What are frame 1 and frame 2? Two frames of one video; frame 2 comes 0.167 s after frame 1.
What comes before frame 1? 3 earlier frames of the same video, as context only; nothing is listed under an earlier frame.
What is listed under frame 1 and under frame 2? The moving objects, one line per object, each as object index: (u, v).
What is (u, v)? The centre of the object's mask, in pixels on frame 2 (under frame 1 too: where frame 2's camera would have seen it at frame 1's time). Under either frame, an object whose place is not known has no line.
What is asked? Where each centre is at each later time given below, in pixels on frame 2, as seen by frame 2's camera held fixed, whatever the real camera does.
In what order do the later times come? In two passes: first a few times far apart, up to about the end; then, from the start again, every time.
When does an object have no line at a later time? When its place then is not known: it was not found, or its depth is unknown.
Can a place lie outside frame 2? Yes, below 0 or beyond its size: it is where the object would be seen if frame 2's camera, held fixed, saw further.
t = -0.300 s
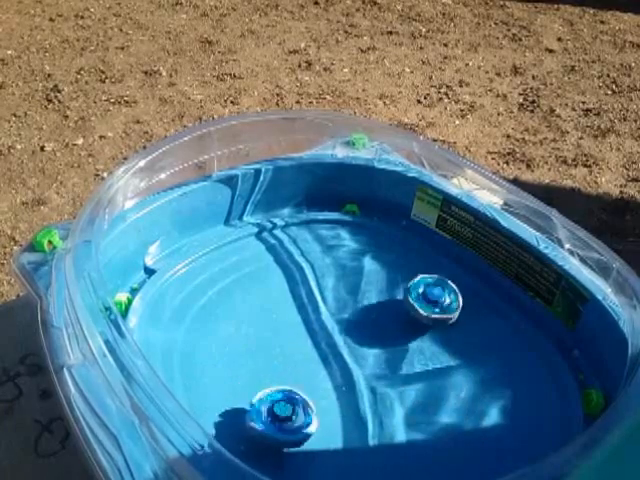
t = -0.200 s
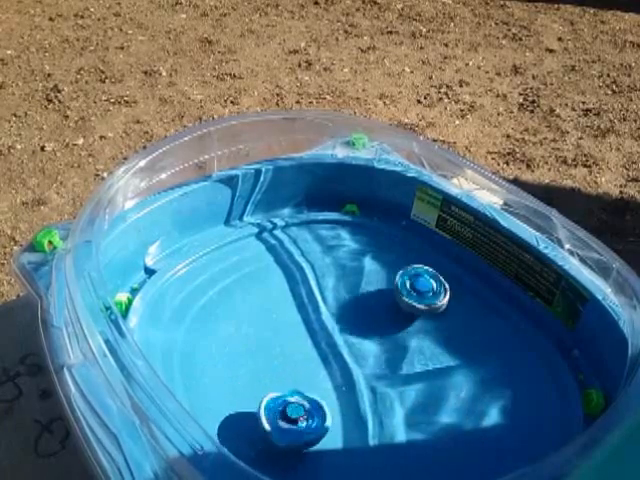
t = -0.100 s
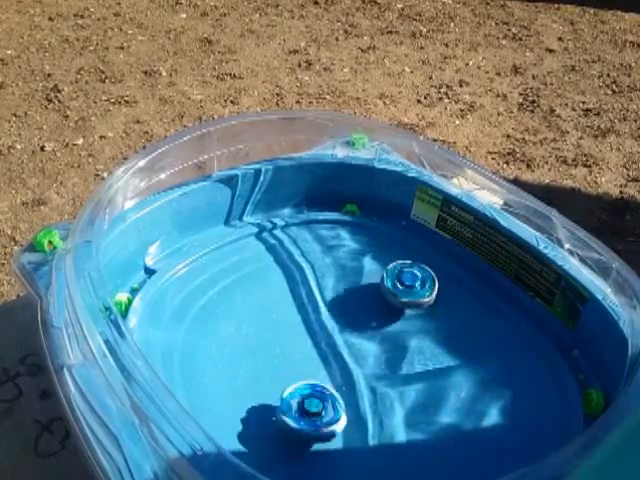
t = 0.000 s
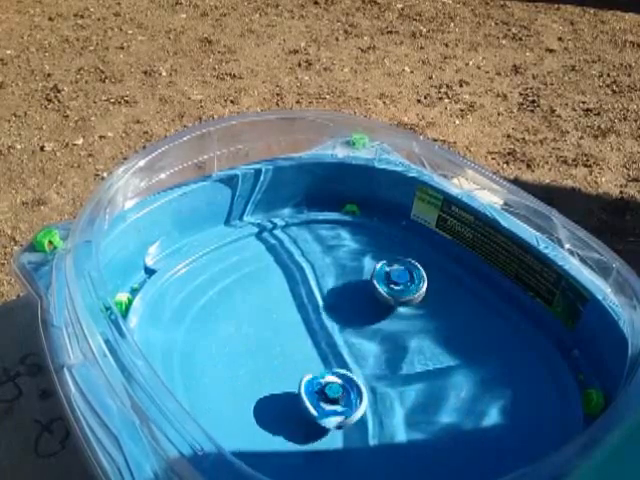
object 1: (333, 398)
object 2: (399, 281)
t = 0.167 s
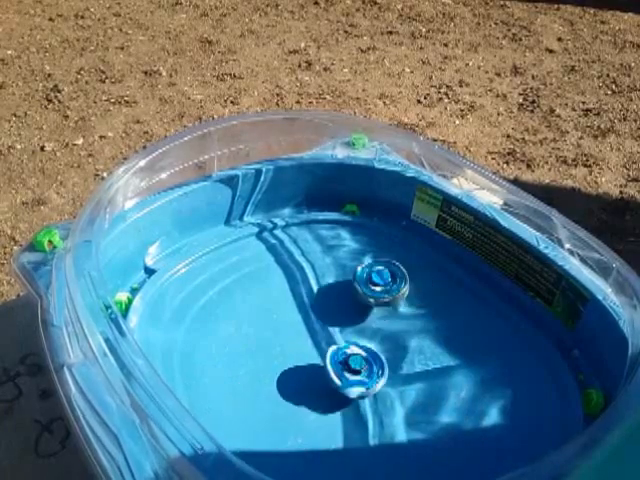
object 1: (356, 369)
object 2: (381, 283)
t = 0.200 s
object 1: (359, 363)
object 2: (378, 284)
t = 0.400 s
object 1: (361, 354)
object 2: (359, 295)
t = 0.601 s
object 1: (386, 364)
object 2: (347, 315)
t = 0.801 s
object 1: (403, 369)
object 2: (338, 342)
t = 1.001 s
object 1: (403, 374)
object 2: (334, 367)
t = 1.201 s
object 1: (407, 382)
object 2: (322, 385)
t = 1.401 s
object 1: (392, 386)
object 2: (319, 399)
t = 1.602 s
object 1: (385, 380)
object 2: (303, 406)
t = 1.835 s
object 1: (360, 368)
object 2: (302, 403)
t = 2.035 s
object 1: (366, 342)
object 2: (286, 406)
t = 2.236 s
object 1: (364, 325)
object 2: (300, 397)
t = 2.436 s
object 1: (363, 327)
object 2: (323, 383)
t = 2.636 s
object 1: (376, 330)
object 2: (336, 378)
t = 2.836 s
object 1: (419, 308)
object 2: (323, 395)
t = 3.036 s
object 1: (425, 308)
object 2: (347, 400)
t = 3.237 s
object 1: (411, 336)
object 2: (371, 401)
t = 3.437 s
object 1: (389, 344)
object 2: (375, 416)
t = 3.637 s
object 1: (356, 357)
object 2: (387, 417)
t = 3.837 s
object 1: (324, 365)
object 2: (393, 412)
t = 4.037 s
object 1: (310, 368)
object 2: (390, 396)
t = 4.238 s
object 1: (300, 363)
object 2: (396, 383)
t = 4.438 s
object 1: (279, 351)
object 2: (419, 370)
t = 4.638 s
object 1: (303, 349)
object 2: (415, 355)
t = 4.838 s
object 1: (342, 356)
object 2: (409, 344)
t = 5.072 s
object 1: (315, 381)
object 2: (431, 332)
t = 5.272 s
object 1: (318, 397)
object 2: (422, 330)
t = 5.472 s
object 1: (326, 400)
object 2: (402, 337)
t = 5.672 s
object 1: (352, 391)
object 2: (379, 346)
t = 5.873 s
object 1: (358, 400)
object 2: (364, 345)
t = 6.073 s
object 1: (363, 401)
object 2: (343, 344)
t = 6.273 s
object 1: (372, 397)
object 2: (329, 343)
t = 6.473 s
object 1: (380, 379)
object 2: (320, 342)
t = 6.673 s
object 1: (385, 365)
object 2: (322, 344)
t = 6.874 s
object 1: (411, 364)
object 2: (314, 344)
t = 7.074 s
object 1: (414, 370)
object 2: (322, 355)
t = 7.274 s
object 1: (410, 385)
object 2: (321, 357)
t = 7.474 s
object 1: (403, 392)
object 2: (315, 360)
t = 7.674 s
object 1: (391, 368)
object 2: (321, 369)
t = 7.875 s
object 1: (384, 339)
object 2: (335, 376)
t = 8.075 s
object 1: (387, 338)
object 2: (352, 381)
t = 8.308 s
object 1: (390, 337)
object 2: (365, 384)
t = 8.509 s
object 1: (399, 344)
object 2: (370, 387)
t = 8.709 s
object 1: (404, 346)
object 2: (371, 386)
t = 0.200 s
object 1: (359, 363)
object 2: (378, 284)
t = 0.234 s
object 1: (359, 357)
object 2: (373, 286)
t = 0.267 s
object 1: (358, 354)
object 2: (370, 289)
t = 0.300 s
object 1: (360, 351)
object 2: (366, 292)
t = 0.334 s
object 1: (362, 348)
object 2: (364, 295)
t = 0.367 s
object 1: (362, 347)
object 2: (361, 296)
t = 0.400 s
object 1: (361, 354)
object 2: (359, 295)
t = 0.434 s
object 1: (362, 358)
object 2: (358, 297)
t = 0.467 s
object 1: (367, 360)
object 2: (356, 301)
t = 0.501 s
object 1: (373, 361)
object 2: (354, 304)
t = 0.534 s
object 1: (377, 361)
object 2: (352, 307)
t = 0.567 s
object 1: (380, 363)
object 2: (350, 311)
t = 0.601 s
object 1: (386, 364)
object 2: (347, 315)
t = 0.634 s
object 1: (392, 365)
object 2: (345, 320)
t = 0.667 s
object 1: (394, 364)
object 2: (344, 325)
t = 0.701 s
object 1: (397, 366)
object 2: (342, 329)
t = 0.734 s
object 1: (402, 367)
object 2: (341, 333)
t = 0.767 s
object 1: (404, 367)
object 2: (339, 338)
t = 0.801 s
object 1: (403, 369)
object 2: (338, 342)
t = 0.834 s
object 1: (405, 370)
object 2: (337, 346)
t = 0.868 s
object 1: (407, 371)
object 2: (336, 350)
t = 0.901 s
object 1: (405, 371)
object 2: (336, 354)
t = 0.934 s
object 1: (404, 373)
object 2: (334, 359)
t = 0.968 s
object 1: (405, 374)
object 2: (334, 363)
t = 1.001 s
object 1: (403, 374)
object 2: (334, 367)
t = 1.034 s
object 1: (401, 376)
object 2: (333, 371)
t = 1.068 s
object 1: (405, 378)
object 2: (327, 373)
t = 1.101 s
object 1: (407, 379)
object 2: (325, 376)
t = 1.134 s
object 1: (406, 380)
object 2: (324, 379)
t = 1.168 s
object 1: (406, 382)
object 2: (323, 382)
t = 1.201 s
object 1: (407, 382)
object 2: (322, 385)
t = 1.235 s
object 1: (404, 382)
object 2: (322, 388)
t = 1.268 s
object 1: (402, 384)
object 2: (321, 391)
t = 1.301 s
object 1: (401, 385)
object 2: (320, 393)
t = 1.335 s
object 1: (397, 384)
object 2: (320, 395)
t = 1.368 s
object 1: (394, 385)
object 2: (319, 397)
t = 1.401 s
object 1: (392, 386)
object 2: (319, 399)
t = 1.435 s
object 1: (387, 384)
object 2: (318, 401)
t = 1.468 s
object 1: (381, 385)
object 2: (317, 402)
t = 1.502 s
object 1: (388, 385)
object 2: (309, 403)
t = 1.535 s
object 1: (387, 382)
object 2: (306, 405)
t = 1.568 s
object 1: (385, 382)
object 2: (305, 405)
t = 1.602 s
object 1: (385, 380)
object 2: (303, 406)
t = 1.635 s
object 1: (379, 378)
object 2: (303, 406)
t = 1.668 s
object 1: (378, 377)
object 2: (303, 407)
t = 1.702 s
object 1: (377, 375)
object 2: (302, 406)
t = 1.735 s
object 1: (370, 374)
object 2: (302, 406)
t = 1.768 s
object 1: (370, 372)
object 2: (301, 405)
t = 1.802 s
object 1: (363, 369)
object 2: (302, 403)
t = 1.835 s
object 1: (360, 368)
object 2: (302, 403)
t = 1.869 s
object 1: (358, 366)
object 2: (302, 402)
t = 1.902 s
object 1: (352, 365)
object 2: (303, 401)
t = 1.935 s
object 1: (356, 361)
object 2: (297, 403)
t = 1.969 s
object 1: (361, 352)
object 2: (289, 405)
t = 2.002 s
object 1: (368, 347)
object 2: (286, 405)
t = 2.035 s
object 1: (366, 342)
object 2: (286, 406)
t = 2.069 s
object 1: (369, 340)
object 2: (287, 404)
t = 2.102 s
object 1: (366, 335)
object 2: (289, 404)
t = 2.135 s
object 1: (368, 333)
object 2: (291, 403)
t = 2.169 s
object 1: (365, 329)
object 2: (293, 401)
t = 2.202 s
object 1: (366, 327)
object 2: (296, 399)
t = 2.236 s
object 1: (364, 325)
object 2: (300, 397)
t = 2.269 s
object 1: (365, 325)
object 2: (304, 395)
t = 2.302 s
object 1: (363, 324)
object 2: (307, 392)
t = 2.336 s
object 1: (365, 324)
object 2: (311, 390)
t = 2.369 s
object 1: (363, 324)
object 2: (315, 388)
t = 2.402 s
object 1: (365, 326)
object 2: (319, 385)
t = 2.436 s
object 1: (363, 327)
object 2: (323, 383)
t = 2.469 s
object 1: (364, 329)
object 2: (326, 381)
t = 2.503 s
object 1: (364, 329)
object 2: (330, 378)
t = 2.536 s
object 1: (366, 332)
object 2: (332, 378)
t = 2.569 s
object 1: (370, 330)
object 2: (331, 380)
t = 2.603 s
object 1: (375, 329)
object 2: (333, 379)
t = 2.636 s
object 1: (376, 330)
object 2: (336, 378)
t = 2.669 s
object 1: (380, 331)
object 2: (339, 376)
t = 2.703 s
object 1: (381, 331)
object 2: (343, 374)
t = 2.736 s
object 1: (389, 328)
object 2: (341, 378)
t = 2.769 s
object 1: (402, 320)
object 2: (330, 388)
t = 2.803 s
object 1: (411, 313)
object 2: (324, 393)
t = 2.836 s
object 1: (419, 308)
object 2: (323, 395)
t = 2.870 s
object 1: (422, 308)
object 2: (326, 396)
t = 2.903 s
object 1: (422, 306)
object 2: (330, 396)
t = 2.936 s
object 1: (425, 304)
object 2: (335, 397)
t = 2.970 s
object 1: (425, 307)
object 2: (338, 400)
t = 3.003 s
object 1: (424, 307)
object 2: (342, 400)
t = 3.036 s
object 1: (425, 308)
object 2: (347, 400)
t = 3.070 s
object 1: (424, 312)
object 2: (351, 402)
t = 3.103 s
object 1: (421, 314)
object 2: (355, 402)
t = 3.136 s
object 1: (421, 319)
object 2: (359, 401)
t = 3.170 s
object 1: (417, 326)
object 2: (363, 403)
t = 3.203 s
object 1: (413, 330)
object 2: (367, 402)
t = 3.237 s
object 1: (411, 336)
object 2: (371, 401)
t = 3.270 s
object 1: (405, 342)
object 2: (374, 402)
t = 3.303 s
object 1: (400, 348)
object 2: (377, 401)
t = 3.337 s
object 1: (400, 350)
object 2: (377, 406)
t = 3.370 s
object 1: (398, 345)
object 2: (374, 413)
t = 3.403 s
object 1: (394, 343)
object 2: (373, 416)
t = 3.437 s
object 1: (389, 344)
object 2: (375, 416)
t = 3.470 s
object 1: (386, 346)
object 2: (378, 417)
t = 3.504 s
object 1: (379, 348)
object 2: (380, 417)
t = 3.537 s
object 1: (373, 350)
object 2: (382, 418)
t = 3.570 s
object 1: (366, 351)
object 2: (384, 419)
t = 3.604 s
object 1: (362, 353)
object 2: (386, 418)
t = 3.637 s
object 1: (356, 357)
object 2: (387, 417)
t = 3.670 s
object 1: (349, 357)
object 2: (389, 417)
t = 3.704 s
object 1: (342, 359)
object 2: (391, 417)
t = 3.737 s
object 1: (339, 360)
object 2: (391, 416)
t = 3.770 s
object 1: (334, 363)
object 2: (393, 414)
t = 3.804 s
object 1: (329, 364)
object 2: (394, 414)
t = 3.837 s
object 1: (324, 365)
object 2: (393, 412)
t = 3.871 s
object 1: (320, 365)
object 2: (393, 411)
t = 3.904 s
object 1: (319, 366)
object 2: (393, 407)
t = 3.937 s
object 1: (316, 368)
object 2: (392, 405)
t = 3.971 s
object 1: (313, 369)
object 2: (391, 402)
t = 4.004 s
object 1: (310, 368)
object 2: (391, 399)
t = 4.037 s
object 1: (310, 368)
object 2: (390, 396)
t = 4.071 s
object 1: (311, 370)
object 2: (388, 394)
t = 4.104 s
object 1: (311, 370)
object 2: (386, 392)
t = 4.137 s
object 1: (311, 371)
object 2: (384, 389)
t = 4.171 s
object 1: (311, 370)
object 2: (383, 386)
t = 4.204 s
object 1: (312, 370)
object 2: (381, 382)
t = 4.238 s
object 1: (300, 363)
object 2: (396, 383)
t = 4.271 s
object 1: (290, 358)
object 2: (409, 384)
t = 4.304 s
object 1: (285, 355)
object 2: (417, 382)
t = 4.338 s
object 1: (282, 353)
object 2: (419, 379)
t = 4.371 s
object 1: (281, 353)
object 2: (418, 376)
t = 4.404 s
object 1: (280, 351)
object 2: (418, 373)
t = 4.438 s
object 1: (279, 351)
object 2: (419, 370)
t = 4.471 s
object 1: (280, 350)
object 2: (418, 367)
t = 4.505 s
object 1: (282, 349)
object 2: (417, 364)
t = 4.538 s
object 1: (286, 348)
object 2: (417, 362)
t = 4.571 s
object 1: (291, 348)
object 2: (416, 360)
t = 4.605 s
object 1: (298, 349)
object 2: (415, 358)
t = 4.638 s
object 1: (303, 349)
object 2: (415, 355)
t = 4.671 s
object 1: (309, 350)
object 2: (414, 354)
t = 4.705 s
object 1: (315, 351)
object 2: (413, 352)
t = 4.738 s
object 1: (322, 353)
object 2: (412, 350)
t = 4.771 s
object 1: (328, 353)
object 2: (412, 348)
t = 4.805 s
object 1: (335, 355)
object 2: (410, 346)
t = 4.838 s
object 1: (342, 356)
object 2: (409, 344)
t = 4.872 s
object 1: (348, 358)
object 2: (408, 343)
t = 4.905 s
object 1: (333, 361)
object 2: (423, 339)
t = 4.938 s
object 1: (323, 363)
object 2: (430, 337)
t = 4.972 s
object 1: (318, 367)
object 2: (433, 335)
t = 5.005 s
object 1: (317, 372)
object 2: (433, 334)
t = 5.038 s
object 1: (316, 376)
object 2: (432, 333)
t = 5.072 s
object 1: (315, 381)
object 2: (431, 332)
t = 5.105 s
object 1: (314, 385)
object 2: (430, 331)
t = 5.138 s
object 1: (315, 389)
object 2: (428, 330)
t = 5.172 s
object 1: (314, 391)
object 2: (427, 329)
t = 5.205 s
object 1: (315, 395)
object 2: (426, 330)
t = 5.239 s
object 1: (315, 396)
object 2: (424, 330)
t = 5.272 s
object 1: (318, 397)
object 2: (422, 330)
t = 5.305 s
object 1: (318, 397)
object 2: (419, 331)
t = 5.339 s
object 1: (319, 398)
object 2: (416, 331)
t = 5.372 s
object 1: (319, 400)
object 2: (413, 333)
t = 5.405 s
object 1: (321, 400)
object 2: (409, 334)
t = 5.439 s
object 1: (323, 401)
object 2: (406, 335)
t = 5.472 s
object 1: (326, 400)
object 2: (402, 337)
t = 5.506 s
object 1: (330, 400)
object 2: (397, 339)
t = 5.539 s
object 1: (335, 399)
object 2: (394, 341)
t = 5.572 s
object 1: (339, 398)
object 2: (390, 342)
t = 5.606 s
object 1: (343, 396)
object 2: (386, 344)
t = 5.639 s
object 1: (348, 393)
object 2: (383, 346)
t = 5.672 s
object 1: (352, 391)
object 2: (379, 346)
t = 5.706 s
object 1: (350, 394)
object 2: (378, 345)
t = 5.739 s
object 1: (349, 395)
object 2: (377, 344)
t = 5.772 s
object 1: (351, 396)
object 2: (374, 344)
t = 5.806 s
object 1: (354, 400)
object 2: (371, 345)
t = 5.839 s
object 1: (355, 400)
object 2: (368, 345)
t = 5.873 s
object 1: (358, 400)
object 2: (364, 345)
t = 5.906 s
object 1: (359, 399)
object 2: (360, 346)
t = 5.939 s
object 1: (360, 398)
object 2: (357, 346)
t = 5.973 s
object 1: (359, 398)
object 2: (353, 346)
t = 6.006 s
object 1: (359, 398)
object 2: (350, 346)
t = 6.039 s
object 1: (361, 398)
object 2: (346, 347)
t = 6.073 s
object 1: (363, 401)
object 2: (343, 344)
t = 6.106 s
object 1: (365, 402)
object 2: (340, 343)
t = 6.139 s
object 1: (365, 400)
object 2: (338, 343)
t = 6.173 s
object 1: (365, 399)
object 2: (336, 343)
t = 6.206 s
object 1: (366, 400)
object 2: (333, 343)
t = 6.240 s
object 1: (369, 398)
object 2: (331, 343)
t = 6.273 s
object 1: (372, 397)
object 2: (329, 343)
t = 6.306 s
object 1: (373, 394)
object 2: (328, 342)
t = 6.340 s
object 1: (373, 391)
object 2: (324, 342)
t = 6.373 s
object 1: (375, 389)
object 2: (323, 342)
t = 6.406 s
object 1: (379, 387)
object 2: (322, 342)
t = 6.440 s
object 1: (380, 383)
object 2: (321, 342)
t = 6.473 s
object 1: (380, 379)
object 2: (320, 342)
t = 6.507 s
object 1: (380, 378)
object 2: (320, 342)
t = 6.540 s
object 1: (382, 376)
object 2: (320, 342)
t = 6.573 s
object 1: (385, 373)
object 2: (320, 343)
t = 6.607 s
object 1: (385, 370)
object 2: (320, 343)
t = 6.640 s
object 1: (386, 366)
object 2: (321, 344)
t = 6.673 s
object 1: (385, 365)
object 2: (322, 344)
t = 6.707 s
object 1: (387, 363)
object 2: (322, 345)
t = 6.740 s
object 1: (389, 362)
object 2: (323, 346)
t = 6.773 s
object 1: (391, 360)
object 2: (324, 347)
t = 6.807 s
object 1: (401, 362)
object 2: (317, 344)
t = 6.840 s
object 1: (407, 364)
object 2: (314, 344)
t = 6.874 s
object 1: (411, 364)
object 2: (314, 344)
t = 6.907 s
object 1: (415, 363)
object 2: (315, 346)
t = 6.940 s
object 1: (414, 364)
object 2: (316, 347)
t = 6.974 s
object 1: (417, 366)
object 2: (317, 349)
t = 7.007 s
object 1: (419, 367)
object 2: (318, 351)
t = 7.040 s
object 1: (416, 368)
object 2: (320, 353)
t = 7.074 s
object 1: (414, 370)
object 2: (322, 355)
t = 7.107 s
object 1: (413, 374)
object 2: (323, 357)
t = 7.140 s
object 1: (410, 374)
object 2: (326, 359)
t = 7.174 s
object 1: (406, 375)
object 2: (328, 361)
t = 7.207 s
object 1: (402, 376)
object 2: (331, 362)
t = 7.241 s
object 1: (400, 378)
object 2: (332, 363)
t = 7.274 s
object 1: (410, 385)
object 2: (321, 357)
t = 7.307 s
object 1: (417, 393)
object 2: (316, 354)
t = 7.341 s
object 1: (416, 397)
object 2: (315, 354)
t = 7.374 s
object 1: (417, 397)
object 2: (315, 355)
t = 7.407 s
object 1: (411, 396)
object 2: (315, 357)
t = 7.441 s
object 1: (410, 396)
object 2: (315, 358)
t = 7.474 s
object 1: (403, 392)
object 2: (315, 360)
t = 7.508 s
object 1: (403, 389)
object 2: (315, 362)
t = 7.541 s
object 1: (399, 385)
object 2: (316, 363)
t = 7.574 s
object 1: (399, 383)
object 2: (317, 365)
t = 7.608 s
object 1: (394, 377)
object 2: (318, 366)
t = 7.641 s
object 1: (396, 377)
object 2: (319, 367)
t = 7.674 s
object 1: (391, 368)
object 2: (321, 369)
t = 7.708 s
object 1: (388, 362)
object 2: (322, 371)
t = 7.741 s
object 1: (386, 357)
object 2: (325, 372)
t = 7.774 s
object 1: (386, 350)
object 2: (327, 373)
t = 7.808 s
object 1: (385, 347)
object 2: (329, 374)
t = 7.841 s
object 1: (384, 342)
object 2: (332, 375)
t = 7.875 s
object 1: (384, 339)
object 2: (335, 376)
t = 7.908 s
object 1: (384, 338)
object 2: (338, 377)
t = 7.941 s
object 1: (385, 336)
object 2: (341, 378)
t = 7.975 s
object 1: (385, 334)
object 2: (343, 379)
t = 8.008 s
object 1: (387, 335)
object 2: (346, 380)
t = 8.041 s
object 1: (388, 337)
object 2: (349, 380)
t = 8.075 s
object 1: (387, 338)
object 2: (352, 381)
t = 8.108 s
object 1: (389, 338)
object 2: (355, 381)
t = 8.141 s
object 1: (388, 339)
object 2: (358, 381)
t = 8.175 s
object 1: (386, 337)
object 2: (360, 381)
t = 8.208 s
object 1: (386, 336)
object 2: (362, 381)
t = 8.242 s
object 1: (386, 335)
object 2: (365, 382)
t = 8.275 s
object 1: (388, 335)
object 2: (365, 383)
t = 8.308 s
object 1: (390, 337)
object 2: (365, 384)
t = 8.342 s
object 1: (391, 339)
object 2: (366, 385)
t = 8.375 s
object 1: (392, 339)
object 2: (367, 386)
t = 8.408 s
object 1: (394, 340)
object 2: (369, 387)
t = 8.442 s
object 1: (395, 341)
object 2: (369, 387)
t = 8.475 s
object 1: (397, 342)
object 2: (369, 388)
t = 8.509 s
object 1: (399, 344)
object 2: (370, 387)
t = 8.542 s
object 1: (401, 345)
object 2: (370, 387)
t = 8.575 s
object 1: (404, 346)
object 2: (370, 388)
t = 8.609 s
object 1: (405, 347)
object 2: (370, 387)
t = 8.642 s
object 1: (405, 347)
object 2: (371, 387)
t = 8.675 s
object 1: (405, 347)
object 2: (371, 387)
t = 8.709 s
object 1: (404, 346)
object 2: (371, 386)
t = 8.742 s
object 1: (403, 346)
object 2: (370, 386)
